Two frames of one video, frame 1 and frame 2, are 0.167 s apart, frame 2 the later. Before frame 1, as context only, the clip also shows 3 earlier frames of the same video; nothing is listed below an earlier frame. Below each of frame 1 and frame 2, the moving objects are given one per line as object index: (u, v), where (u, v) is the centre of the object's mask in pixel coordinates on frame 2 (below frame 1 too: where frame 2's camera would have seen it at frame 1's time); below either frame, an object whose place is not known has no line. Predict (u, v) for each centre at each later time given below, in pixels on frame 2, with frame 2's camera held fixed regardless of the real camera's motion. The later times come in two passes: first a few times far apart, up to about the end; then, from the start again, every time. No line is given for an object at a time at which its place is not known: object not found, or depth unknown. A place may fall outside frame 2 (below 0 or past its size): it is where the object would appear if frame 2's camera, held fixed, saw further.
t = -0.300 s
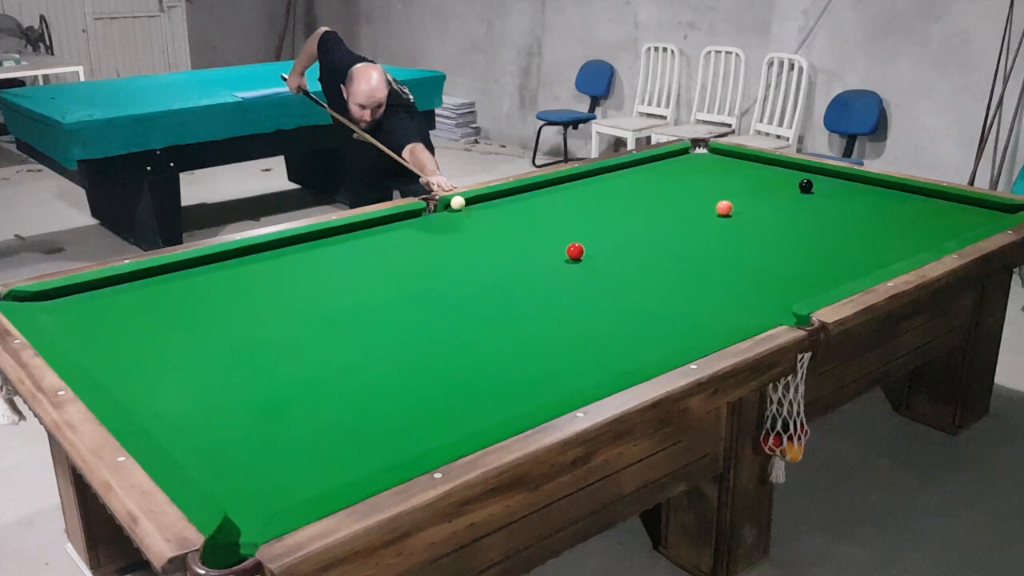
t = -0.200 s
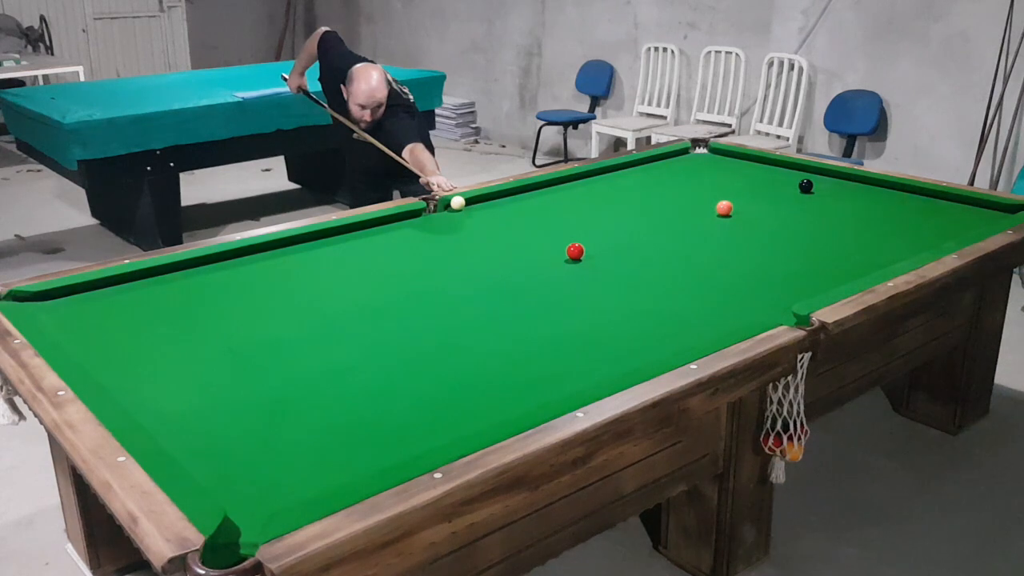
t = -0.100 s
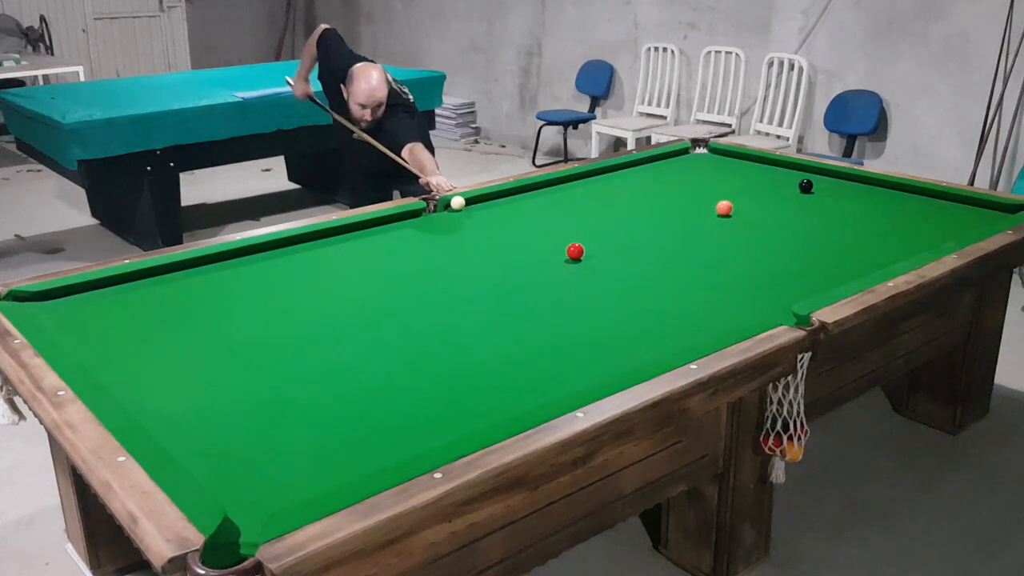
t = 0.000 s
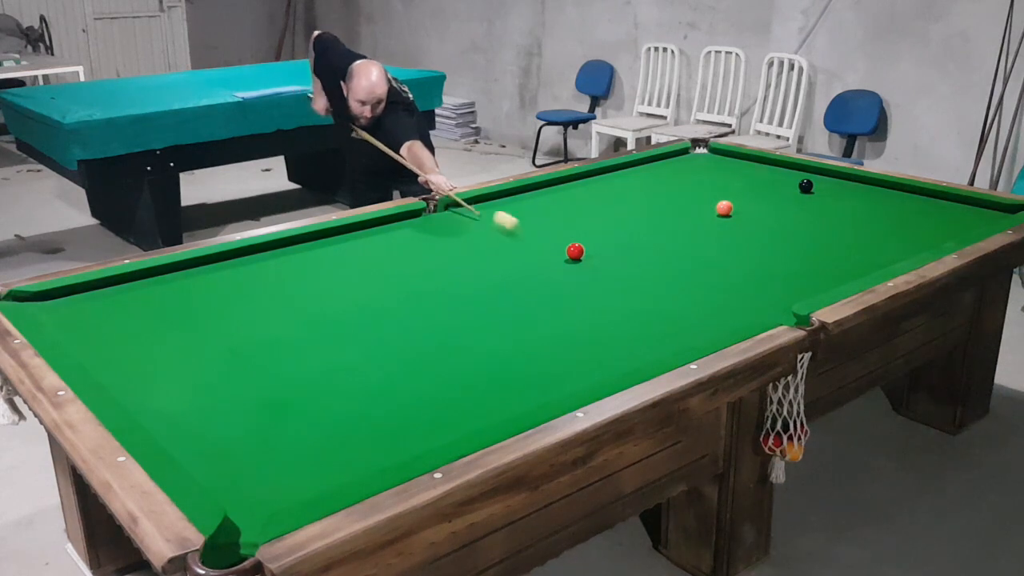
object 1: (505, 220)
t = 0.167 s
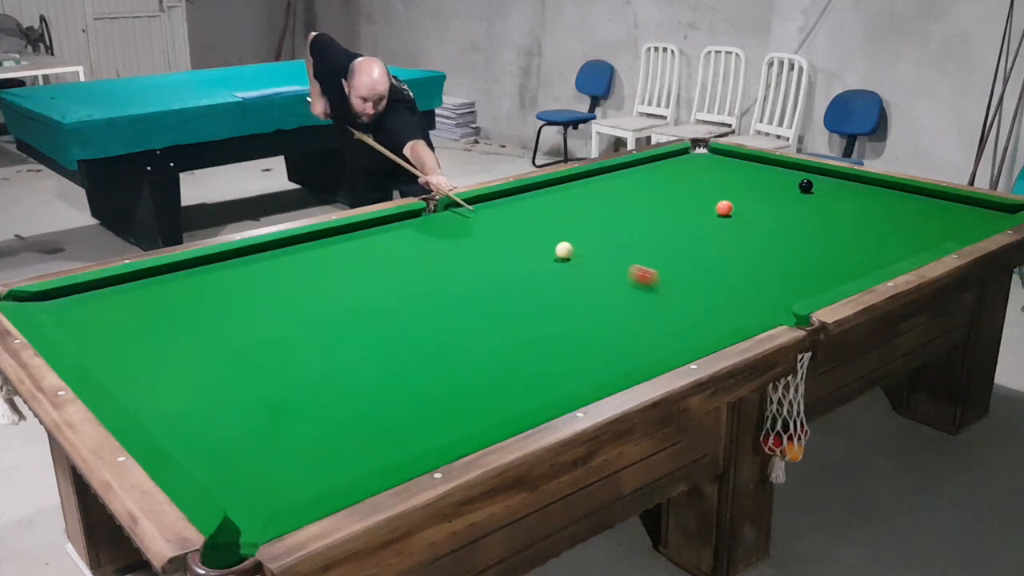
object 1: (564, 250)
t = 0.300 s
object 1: (576, 260)
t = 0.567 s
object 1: (628, 290)
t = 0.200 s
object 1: (565, 252)
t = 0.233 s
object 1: (568, 254)
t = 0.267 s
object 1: (572, 257)
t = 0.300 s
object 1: (576, 260)
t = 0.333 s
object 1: (582, 263)
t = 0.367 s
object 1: (588, 267)
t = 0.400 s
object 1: (594, 270)
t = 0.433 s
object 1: (601, 274)
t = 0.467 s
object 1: (608, 278)
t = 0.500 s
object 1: (614, 282)
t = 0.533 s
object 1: (621, 286)
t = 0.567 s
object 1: (628, 290)
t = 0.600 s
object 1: (635, 294)
